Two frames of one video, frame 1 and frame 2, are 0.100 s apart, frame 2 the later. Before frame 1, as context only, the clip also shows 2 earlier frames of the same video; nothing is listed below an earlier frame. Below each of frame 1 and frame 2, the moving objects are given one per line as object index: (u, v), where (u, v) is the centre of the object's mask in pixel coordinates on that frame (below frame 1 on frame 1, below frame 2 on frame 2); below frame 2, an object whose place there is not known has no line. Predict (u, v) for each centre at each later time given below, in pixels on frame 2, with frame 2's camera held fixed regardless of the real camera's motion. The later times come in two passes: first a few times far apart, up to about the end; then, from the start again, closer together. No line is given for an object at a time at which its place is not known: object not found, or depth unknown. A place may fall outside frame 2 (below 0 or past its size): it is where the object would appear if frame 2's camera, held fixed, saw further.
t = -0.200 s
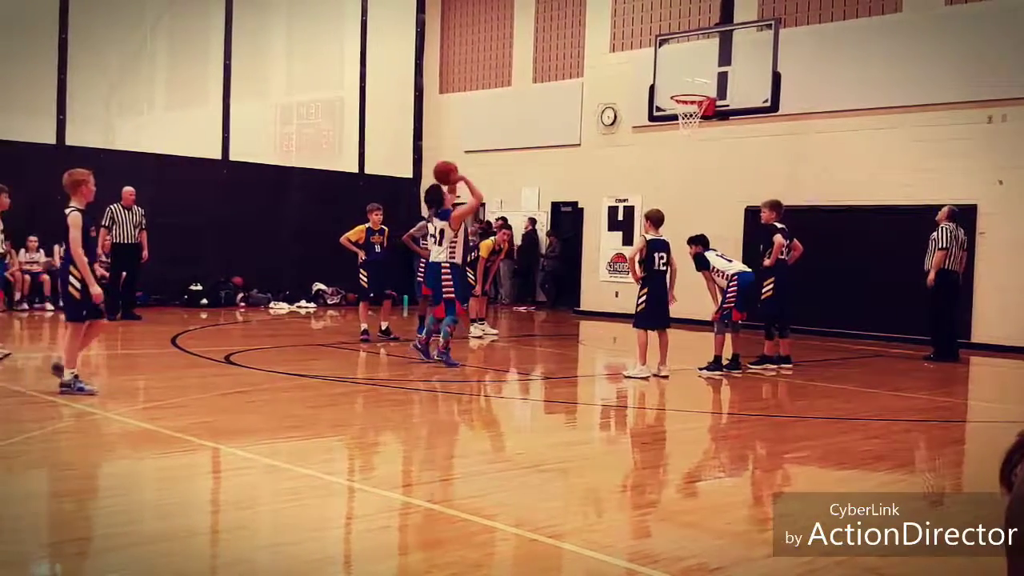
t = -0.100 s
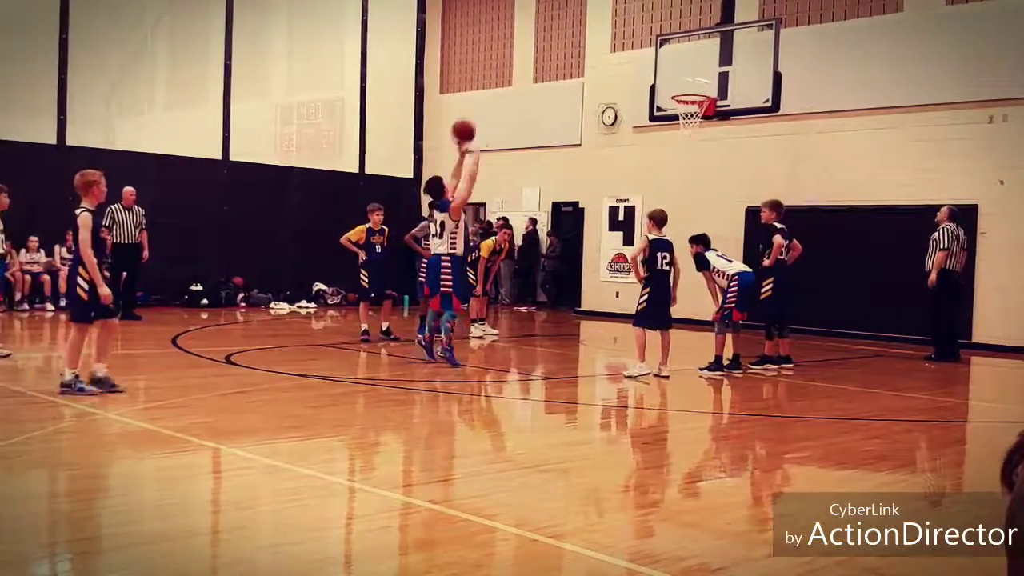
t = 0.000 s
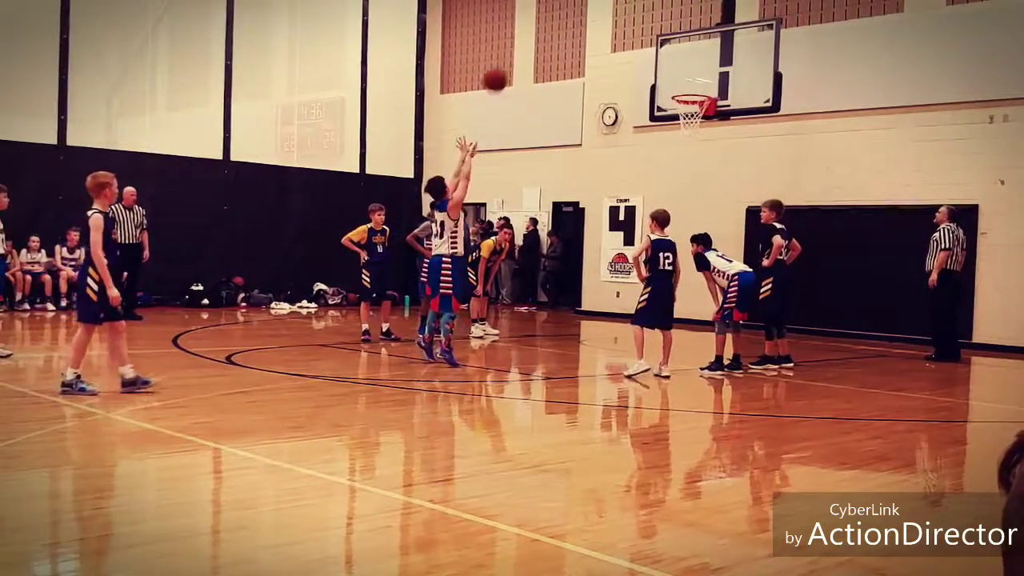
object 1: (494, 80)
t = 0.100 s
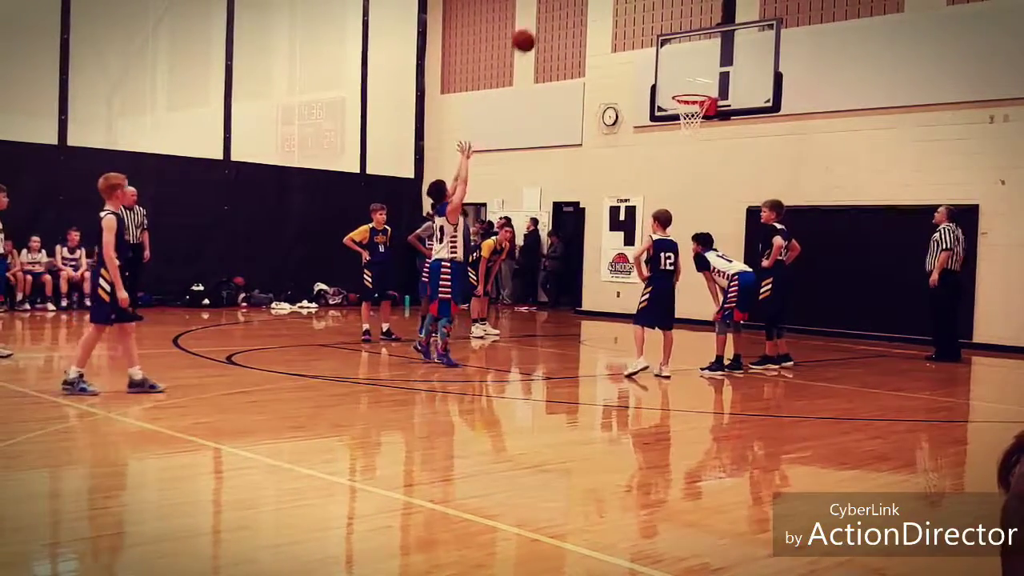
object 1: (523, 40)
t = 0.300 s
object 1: (575, 4)
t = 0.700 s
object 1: (660, 26)
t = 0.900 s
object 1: (692, 85)
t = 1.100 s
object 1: (687, 54)
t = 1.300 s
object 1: (670, 40)
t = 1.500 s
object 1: (649, 58)
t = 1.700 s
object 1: (626, 109)
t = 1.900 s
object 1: (602, 195)
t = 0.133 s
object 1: (533, 30)
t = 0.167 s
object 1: (541, 22)
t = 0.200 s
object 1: (550, 13)
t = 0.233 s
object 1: (558, 9)
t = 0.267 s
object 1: (567, 6)
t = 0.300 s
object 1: (575, 4)
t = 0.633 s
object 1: (647, 11)
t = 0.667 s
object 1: (653, 18)
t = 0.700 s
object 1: (660, 26)
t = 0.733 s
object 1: (665, 34)
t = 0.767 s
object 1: (670, 42)
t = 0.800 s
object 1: (676, 52)
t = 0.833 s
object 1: (682, 62)
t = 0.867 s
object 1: (687, 73)
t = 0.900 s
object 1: (692, 85)
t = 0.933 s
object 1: (696, 89)
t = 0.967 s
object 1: (698, 80)
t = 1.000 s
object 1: (696, 73)
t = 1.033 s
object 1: (693, 66)
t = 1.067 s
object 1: (690, 60)
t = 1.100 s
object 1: (687, 54)
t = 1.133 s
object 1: (684, 50)
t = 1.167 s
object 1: (681, 46)
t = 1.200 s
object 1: (678, 43)
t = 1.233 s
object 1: (675, 41)
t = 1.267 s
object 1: (673, 40)
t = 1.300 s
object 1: (670, 40)
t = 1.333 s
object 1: (666, 41)
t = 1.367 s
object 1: (663, 42)
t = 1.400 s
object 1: (659, 45)
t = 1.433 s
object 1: (656, 48)
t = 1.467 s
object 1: (652, 53)
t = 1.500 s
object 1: (649, 58)
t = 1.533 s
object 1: (645, 64)
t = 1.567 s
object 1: (642, 71)
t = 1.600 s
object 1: (638, 79)
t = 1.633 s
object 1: (634, 88)
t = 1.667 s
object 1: (630, 99)
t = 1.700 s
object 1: (626, 109)
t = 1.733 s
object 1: (623, 121)
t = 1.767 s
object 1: (619, 134)
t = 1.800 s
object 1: (614, 148)
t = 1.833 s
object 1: (610, 162)
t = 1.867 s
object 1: (606, 178)
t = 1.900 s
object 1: (602, 195)
